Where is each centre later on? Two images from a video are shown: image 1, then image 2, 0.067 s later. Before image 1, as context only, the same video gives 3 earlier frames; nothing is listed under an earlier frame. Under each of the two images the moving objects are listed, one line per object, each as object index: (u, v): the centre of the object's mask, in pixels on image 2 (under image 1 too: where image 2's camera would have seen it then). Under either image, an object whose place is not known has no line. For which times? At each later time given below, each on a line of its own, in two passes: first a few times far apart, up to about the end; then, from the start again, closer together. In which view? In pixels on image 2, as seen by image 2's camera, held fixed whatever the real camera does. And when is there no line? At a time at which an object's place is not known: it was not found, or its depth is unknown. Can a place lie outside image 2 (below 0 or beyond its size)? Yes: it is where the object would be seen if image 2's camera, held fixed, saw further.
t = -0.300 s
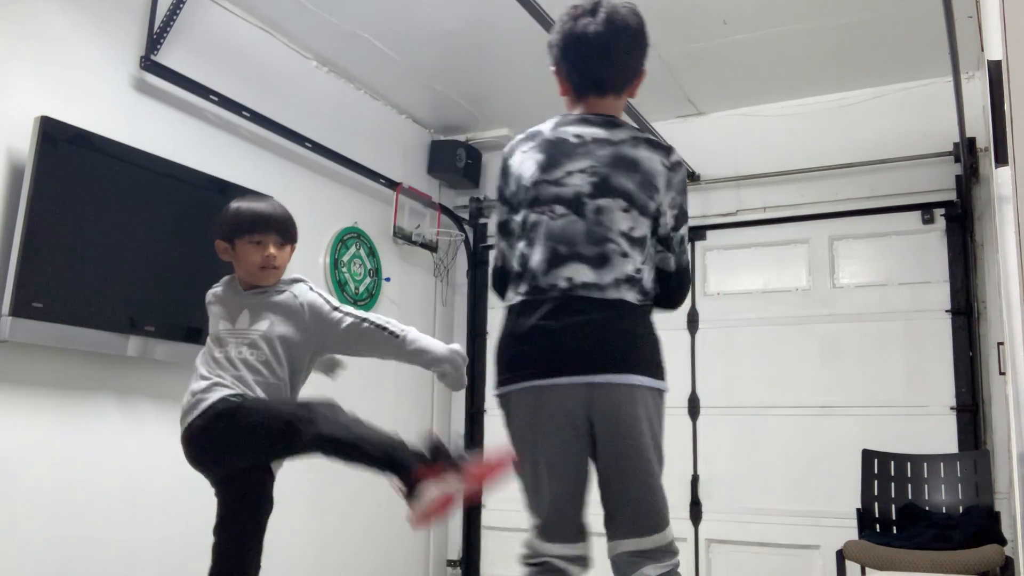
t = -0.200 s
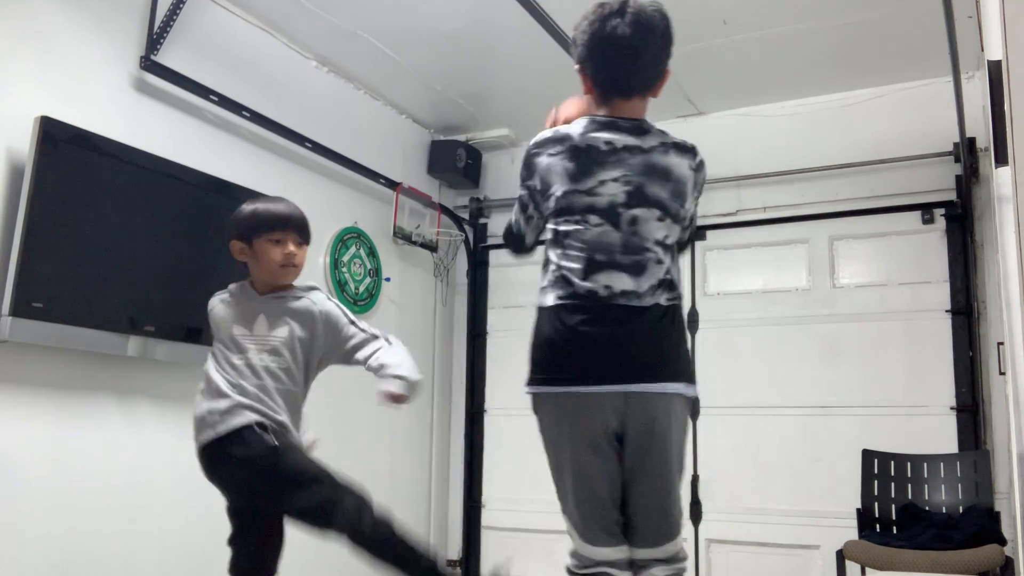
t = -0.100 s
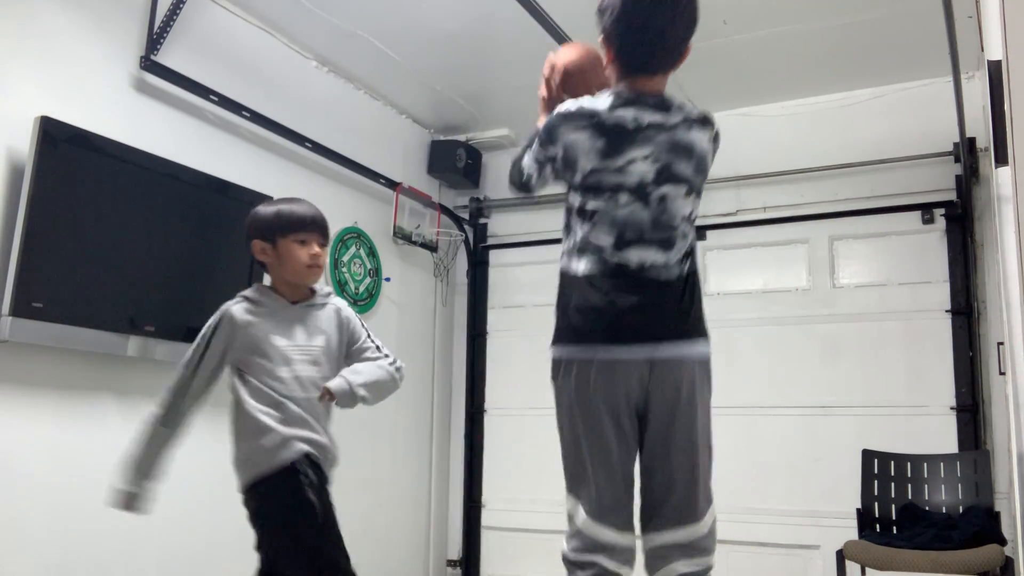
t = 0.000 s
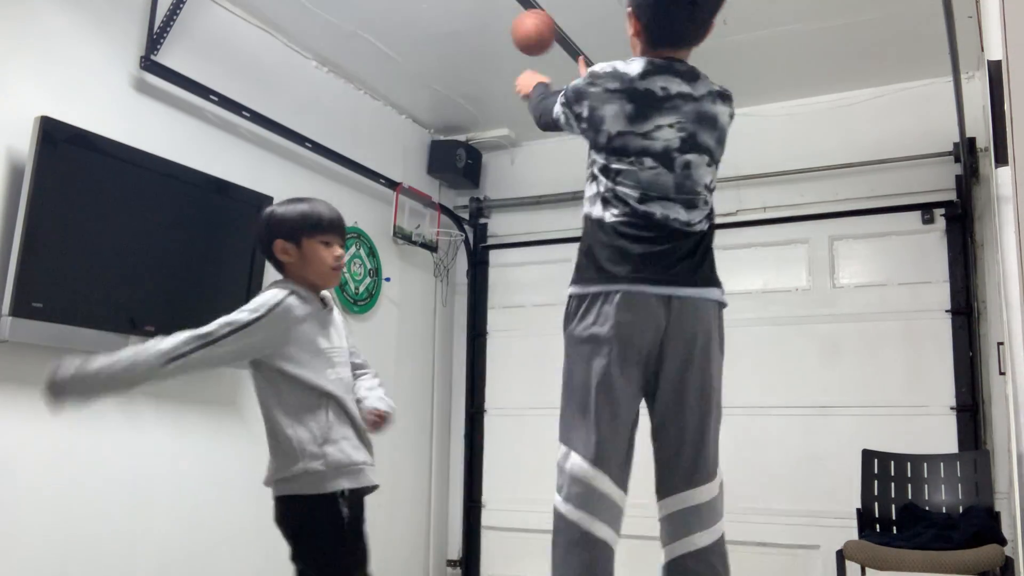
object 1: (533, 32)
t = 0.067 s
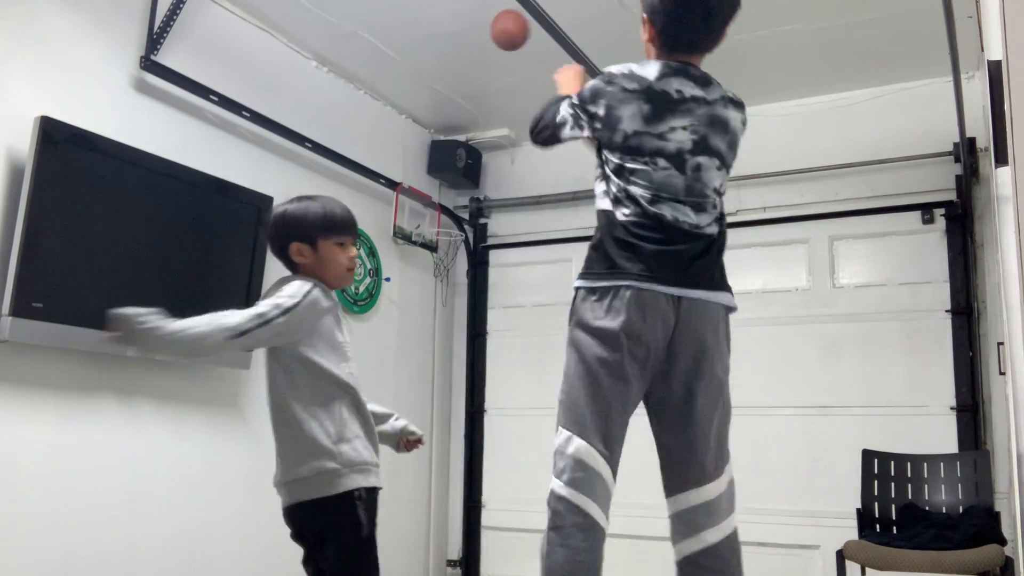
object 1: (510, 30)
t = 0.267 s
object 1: (459, 77)
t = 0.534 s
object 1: (419, 211)
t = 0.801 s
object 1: (500, 232)
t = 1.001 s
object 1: (558, 315)
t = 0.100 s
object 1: (499, 33)
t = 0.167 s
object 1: (481, 46)
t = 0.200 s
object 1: (473, 55)
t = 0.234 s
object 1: (466, 66)
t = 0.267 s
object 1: (459, 77)
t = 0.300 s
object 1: (453, 90)
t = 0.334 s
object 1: (448, 105)
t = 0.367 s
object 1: (443, 120)
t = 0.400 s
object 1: (437, 137)
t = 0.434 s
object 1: (433, 154)
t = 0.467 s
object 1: (428, 171)
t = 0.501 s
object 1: (424, 192)
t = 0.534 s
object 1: (419, 211)
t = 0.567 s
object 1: (426, 219)
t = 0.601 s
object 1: (438, 216)
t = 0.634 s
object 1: (448, 215)
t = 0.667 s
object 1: (459, 215)
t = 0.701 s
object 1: (469, 216)
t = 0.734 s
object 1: (480, 219)
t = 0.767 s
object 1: (489, 225)
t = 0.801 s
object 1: (500, 232)
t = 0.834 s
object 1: (510, 241)
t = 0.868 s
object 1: (520, 253)
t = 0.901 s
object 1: (530, 266)
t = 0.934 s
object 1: (540, 280)
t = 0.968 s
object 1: (549, 296)
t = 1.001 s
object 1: (558, 315)
